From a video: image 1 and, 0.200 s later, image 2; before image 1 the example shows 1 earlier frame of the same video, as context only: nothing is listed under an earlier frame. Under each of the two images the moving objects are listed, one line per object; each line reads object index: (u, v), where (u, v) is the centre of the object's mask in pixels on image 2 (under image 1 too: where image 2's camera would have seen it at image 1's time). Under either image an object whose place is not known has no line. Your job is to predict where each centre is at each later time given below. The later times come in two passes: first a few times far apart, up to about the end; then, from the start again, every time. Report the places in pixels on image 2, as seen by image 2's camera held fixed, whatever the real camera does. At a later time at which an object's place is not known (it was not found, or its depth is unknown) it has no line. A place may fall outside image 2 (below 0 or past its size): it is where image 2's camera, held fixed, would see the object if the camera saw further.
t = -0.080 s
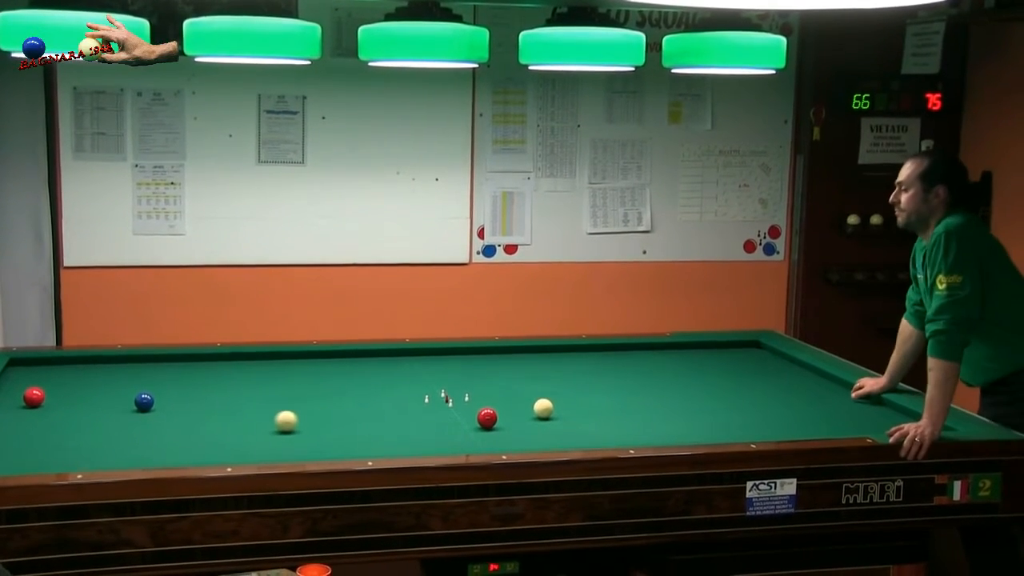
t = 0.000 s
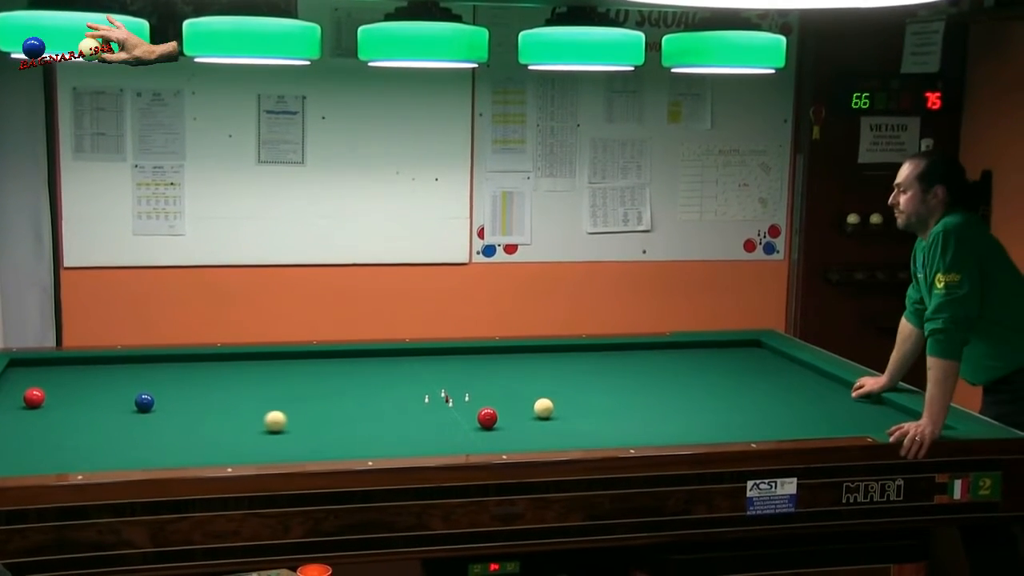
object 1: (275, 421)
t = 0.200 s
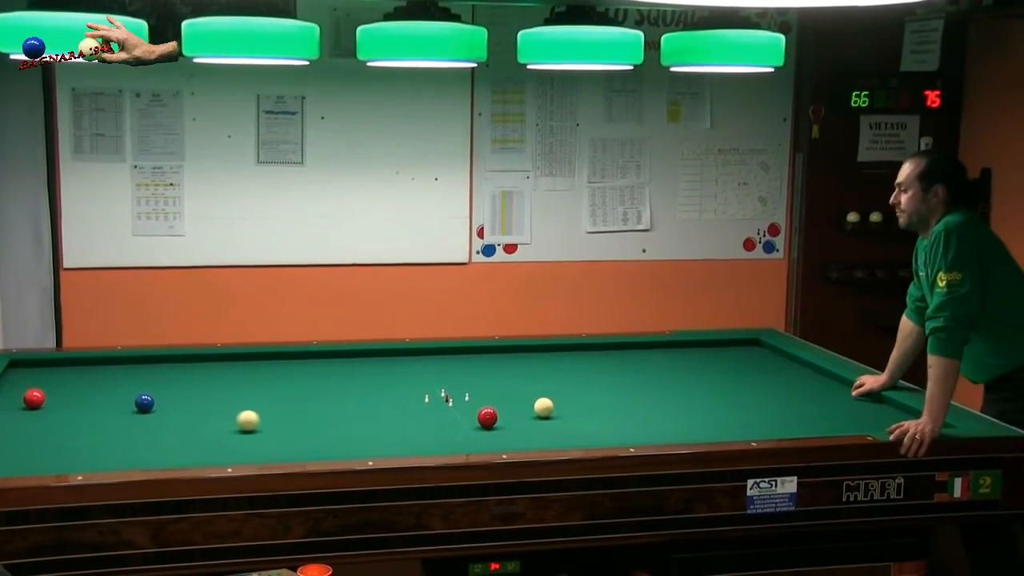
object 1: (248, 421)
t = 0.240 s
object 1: (242, 421)
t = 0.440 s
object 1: (216, 420)
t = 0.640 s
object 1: (190, 419)
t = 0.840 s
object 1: (164, 419)
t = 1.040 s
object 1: (137, 419)
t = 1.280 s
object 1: (108, 418)
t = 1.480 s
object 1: (84, 417)
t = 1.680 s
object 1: (60, 417)
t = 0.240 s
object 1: (242, 421)
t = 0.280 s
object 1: (237, 421)
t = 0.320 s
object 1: (231, 420)
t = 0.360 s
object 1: (226, 420)
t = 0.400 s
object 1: (221, 420)
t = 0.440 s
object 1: (216, 420)
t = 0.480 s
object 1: (210, 420)
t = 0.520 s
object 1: (205, 420)
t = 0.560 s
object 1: (200, 420)
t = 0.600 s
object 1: (195, 420)
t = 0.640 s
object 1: (190, 419)
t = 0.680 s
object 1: (185, 419)
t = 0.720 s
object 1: (179, 419)
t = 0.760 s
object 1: (174, 419)
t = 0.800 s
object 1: (169, 419)
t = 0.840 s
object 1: (164, 419)
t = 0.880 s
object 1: (159, 419)
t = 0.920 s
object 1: (152, 419)
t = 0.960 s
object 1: (147, 419)
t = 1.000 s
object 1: (142, 419)
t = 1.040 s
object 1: (137, 419)
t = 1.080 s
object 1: (132, 419)
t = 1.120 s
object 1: (127, 418)
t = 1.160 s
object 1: (122, 418)
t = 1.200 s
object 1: (117, 418)
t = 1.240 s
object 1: (113, 418)
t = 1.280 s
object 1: (108, 418)
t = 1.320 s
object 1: (103, 418)
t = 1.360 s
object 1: (98, 418)
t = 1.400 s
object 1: (93, 418)
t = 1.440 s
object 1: (88, 418)
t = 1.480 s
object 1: (84, 417)
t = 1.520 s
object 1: (79, 417)
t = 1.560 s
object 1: (74, 417)
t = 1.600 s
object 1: (70, 417)
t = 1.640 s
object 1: (65, 417)
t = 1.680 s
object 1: (60, 417)
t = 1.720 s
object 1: (56, 417)
